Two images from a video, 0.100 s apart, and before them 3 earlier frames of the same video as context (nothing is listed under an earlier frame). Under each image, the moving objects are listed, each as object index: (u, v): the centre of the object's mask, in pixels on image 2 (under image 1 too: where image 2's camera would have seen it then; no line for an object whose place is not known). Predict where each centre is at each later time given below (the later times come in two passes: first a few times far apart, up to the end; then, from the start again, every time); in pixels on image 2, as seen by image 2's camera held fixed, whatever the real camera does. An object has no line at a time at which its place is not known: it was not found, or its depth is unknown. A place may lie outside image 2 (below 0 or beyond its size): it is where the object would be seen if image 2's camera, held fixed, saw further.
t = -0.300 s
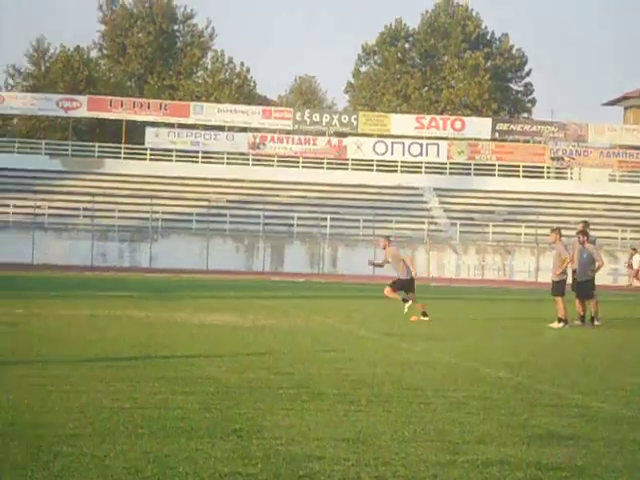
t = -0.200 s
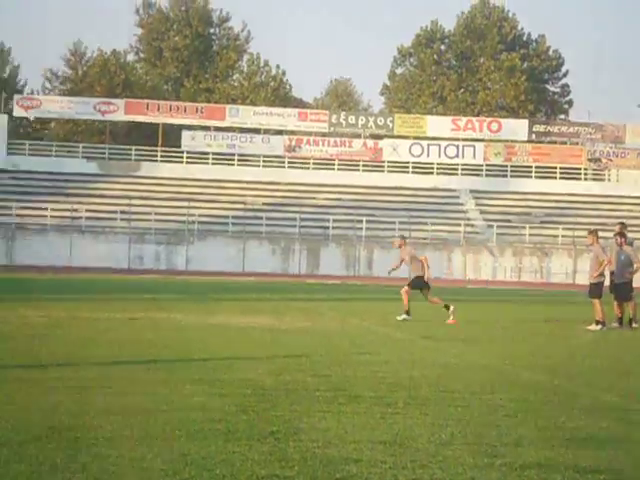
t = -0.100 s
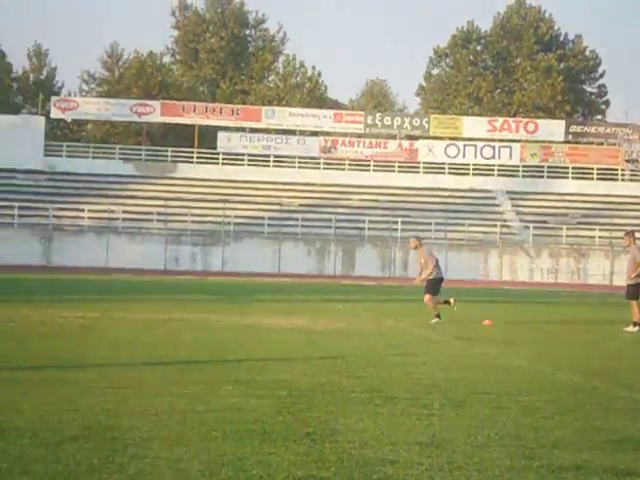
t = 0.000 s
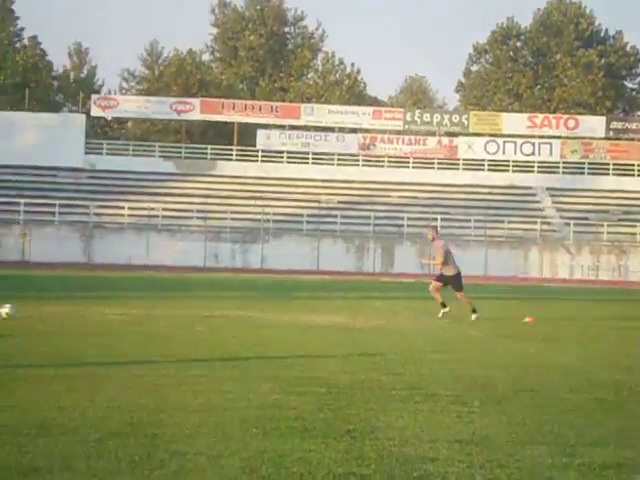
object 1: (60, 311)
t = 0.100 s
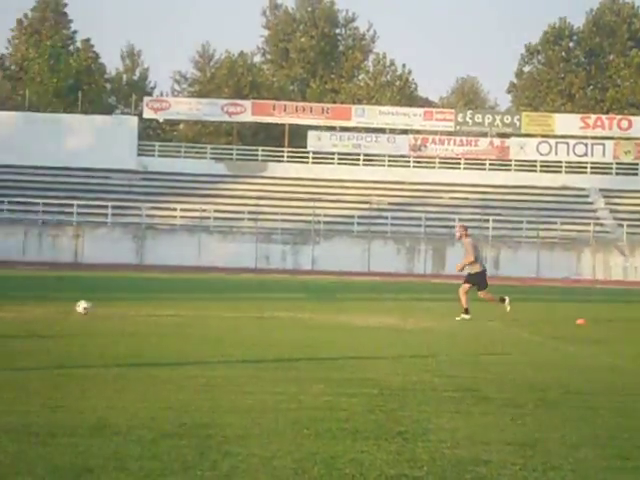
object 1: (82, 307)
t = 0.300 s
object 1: (125, 309)
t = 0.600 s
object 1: (180, 308)
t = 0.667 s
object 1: (192, 306)
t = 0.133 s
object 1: (89, 307)
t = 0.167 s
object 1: (97, 307)
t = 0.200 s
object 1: (104, 309)
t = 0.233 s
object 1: (112, 310)
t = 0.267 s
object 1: (118, 310)
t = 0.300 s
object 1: (125, 309)
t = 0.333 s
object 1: (132, 309)
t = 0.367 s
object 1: (138, 308)
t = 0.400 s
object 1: (145, 309)
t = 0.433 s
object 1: (151, 309)
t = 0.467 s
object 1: (157, 308)
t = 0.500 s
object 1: (163, 307)
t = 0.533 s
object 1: (169, 308)
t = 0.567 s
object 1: (175, 308)
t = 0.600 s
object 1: (180, 308)
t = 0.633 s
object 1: (187, 308)
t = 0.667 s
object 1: (192, 306)
